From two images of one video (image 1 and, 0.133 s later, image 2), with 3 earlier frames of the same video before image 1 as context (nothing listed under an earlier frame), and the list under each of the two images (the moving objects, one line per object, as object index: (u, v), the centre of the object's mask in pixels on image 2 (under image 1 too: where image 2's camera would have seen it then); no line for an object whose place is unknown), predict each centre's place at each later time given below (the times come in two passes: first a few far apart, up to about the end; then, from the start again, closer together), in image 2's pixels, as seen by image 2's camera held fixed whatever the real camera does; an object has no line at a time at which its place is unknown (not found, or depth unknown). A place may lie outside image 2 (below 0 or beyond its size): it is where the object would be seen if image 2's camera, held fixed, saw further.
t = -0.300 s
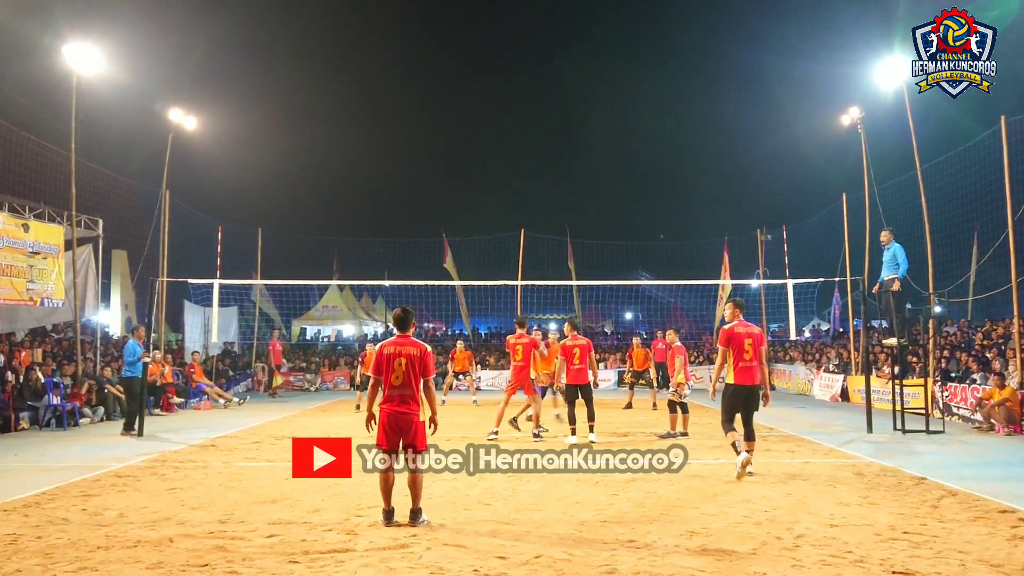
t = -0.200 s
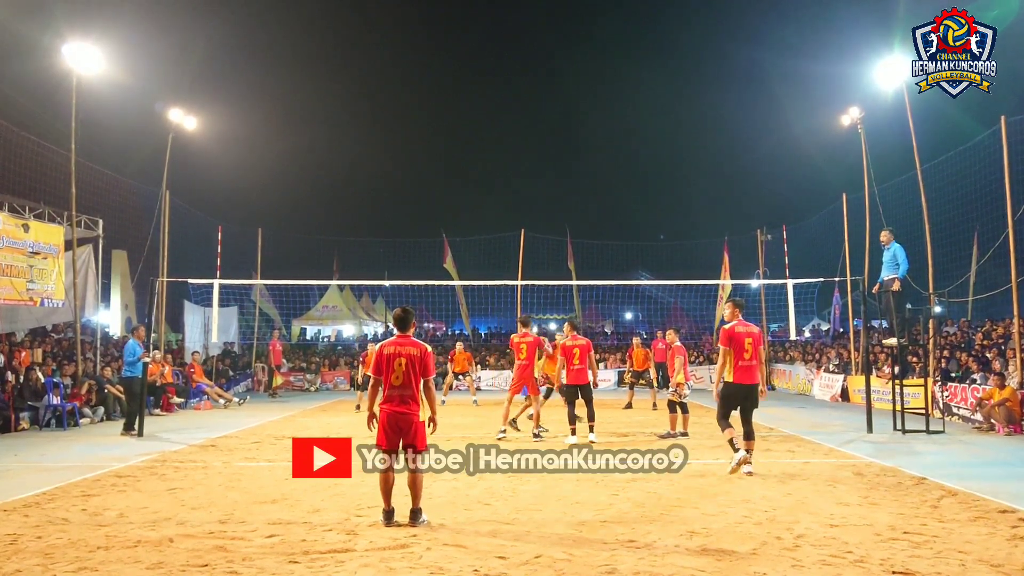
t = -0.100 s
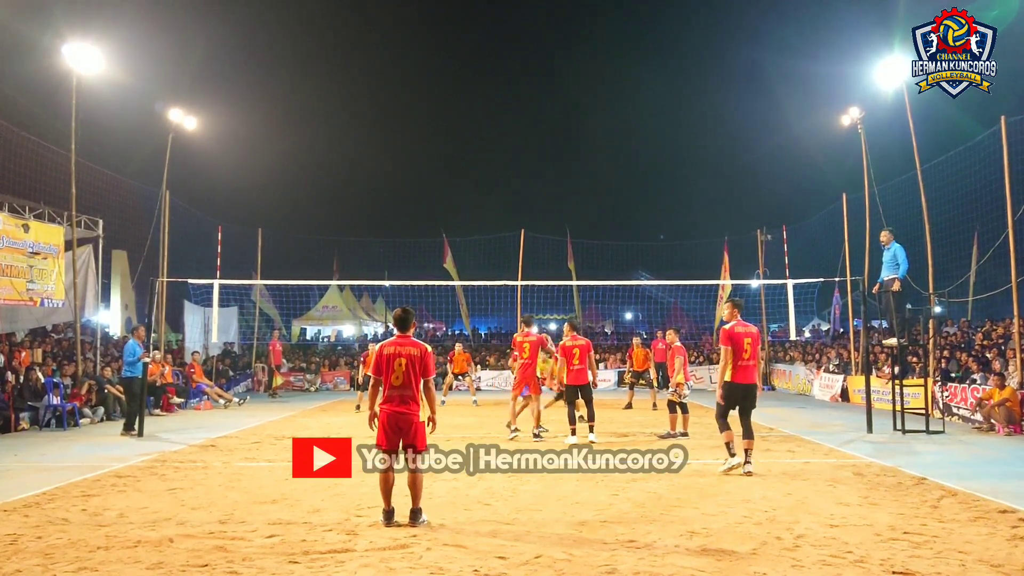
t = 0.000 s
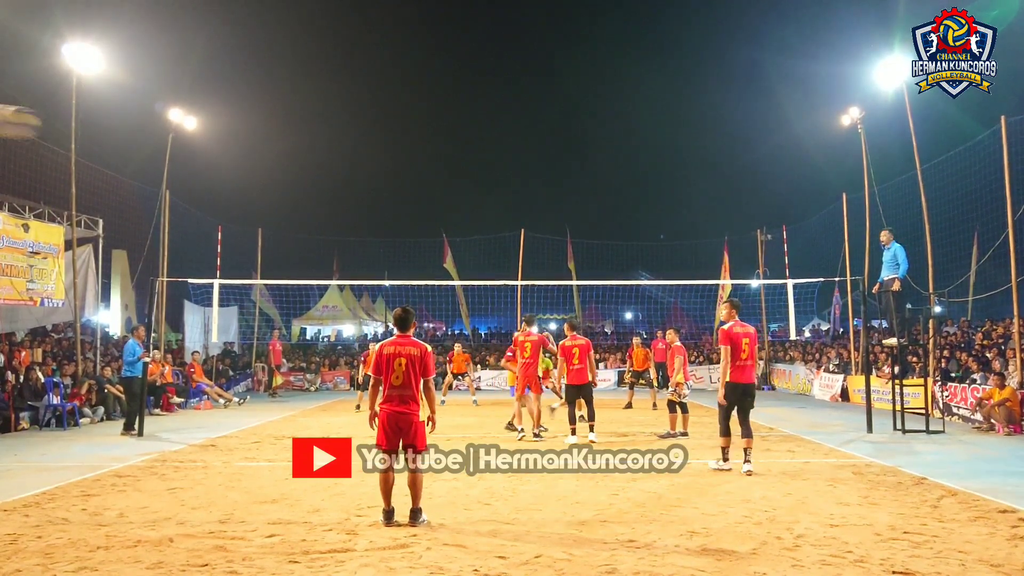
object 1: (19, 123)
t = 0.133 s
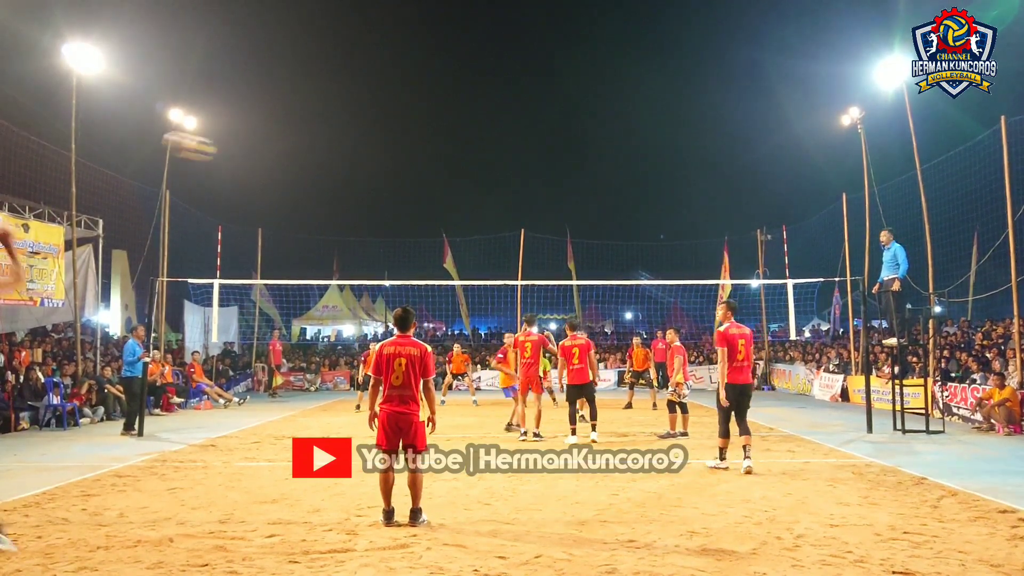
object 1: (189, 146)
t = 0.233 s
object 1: (273, 168)
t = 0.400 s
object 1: (361, 207)
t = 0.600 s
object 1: (423, 256)
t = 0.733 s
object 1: (449, 289)
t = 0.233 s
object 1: (273, 168)
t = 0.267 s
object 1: (295, 176)
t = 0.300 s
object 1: (314, 184)
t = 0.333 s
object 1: (331, 192)
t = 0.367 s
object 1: (347, 199)
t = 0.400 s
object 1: (361, 207)
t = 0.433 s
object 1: (374, 215)
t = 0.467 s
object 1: (386, 224)
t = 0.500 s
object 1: (396, 232)
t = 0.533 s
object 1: (406, 240)
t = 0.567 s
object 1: (415, 248)
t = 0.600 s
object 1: (423, 256)
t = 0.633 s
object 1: (430, 264)
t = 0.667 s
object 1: (437, 272)
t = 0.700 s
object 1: (444, 280)
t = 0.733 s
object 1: (449, 289)
